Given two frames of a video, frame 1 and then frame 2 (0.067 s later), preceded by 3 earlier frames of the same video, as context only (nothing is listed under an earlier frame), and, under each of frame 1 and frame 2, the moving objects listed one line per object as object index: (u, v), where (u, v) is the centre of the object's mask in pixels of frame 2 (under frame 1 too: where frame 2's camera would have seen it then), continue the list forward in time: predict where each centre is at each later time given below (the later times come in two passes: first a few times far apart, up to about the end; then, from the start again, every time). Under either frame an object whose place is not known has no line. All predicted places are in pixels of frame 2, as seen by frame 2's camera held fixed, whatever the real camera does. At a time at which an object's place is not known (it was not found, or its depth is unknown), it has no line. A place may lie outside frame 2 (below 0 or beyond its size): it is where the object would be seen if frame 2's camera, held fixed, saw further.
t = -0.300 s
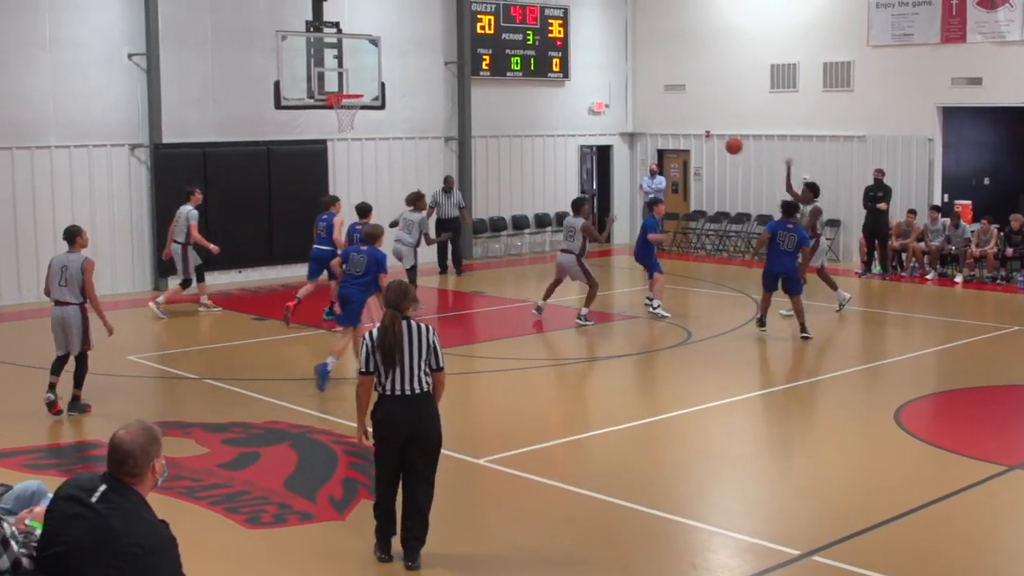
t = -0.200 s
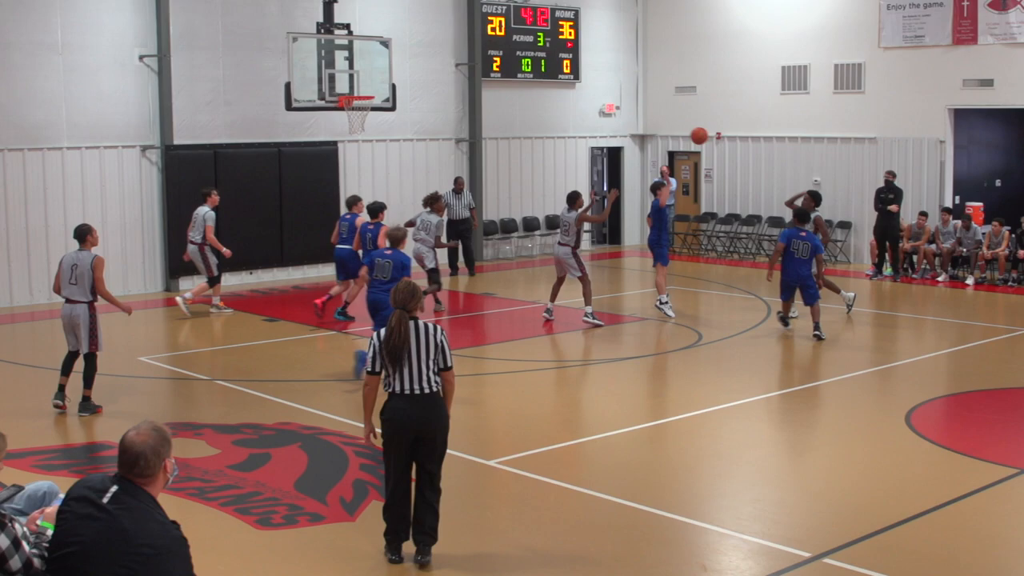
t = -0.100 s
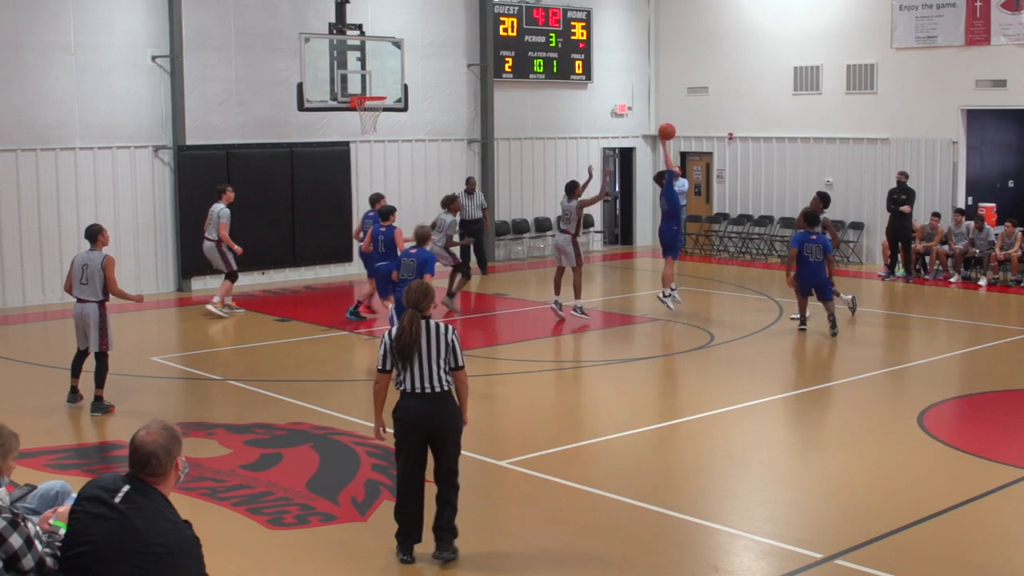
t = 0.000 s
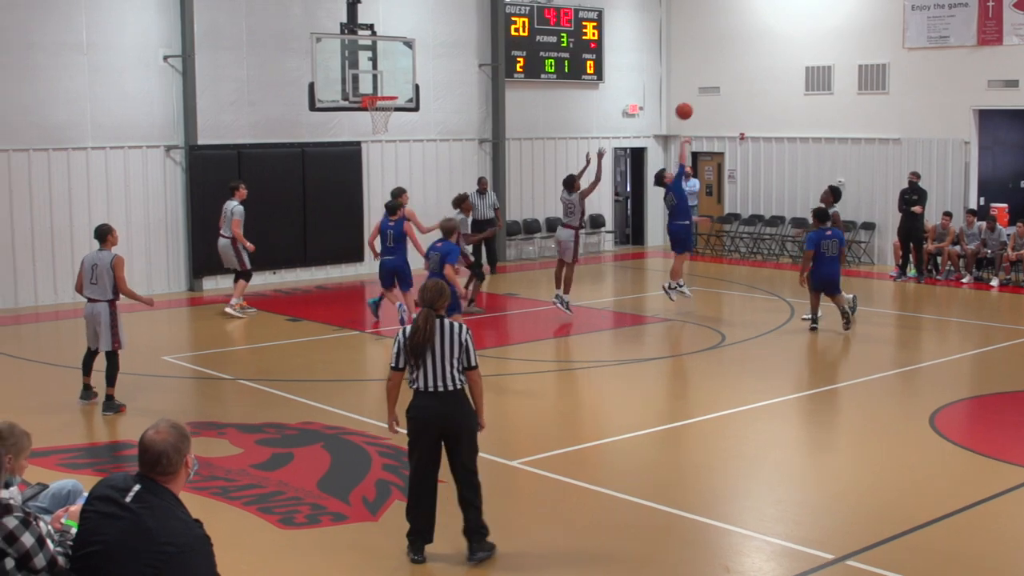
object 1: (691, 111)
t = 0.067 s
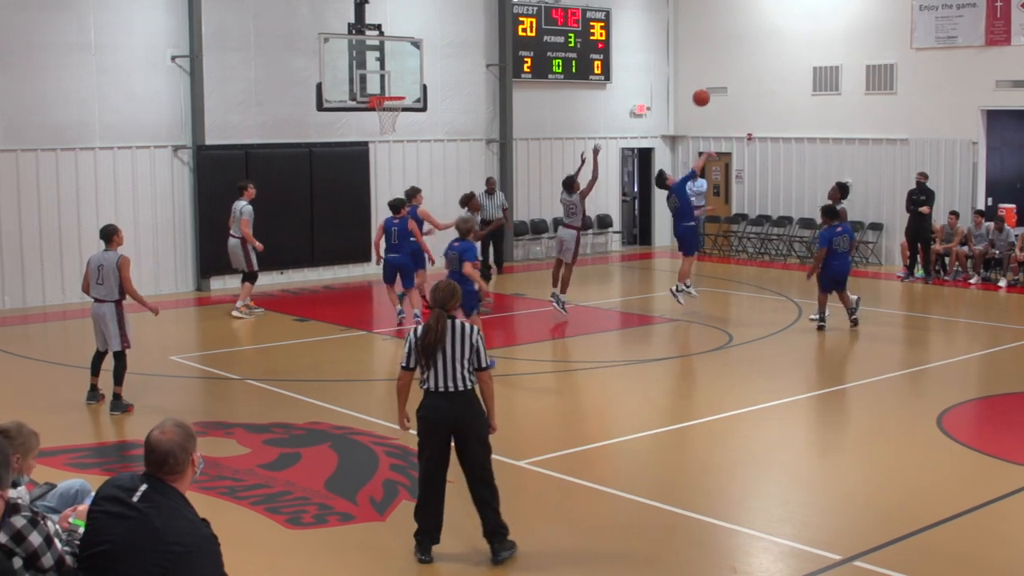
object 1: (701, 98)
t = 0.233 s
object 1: (725, 78)
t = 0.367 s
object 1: (743, 76)
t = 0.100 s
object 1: (706, 92)
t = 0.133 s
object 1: (710, 87)
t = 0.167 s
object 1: (716, 83)
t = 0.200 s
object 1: (720, 80)
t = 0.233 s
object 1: (725, 78)
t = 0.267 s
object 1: (730, 76)
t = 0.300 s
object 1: (734, 75)
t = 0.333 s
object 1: (739, 75)
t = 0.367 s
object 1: (743, 76)
